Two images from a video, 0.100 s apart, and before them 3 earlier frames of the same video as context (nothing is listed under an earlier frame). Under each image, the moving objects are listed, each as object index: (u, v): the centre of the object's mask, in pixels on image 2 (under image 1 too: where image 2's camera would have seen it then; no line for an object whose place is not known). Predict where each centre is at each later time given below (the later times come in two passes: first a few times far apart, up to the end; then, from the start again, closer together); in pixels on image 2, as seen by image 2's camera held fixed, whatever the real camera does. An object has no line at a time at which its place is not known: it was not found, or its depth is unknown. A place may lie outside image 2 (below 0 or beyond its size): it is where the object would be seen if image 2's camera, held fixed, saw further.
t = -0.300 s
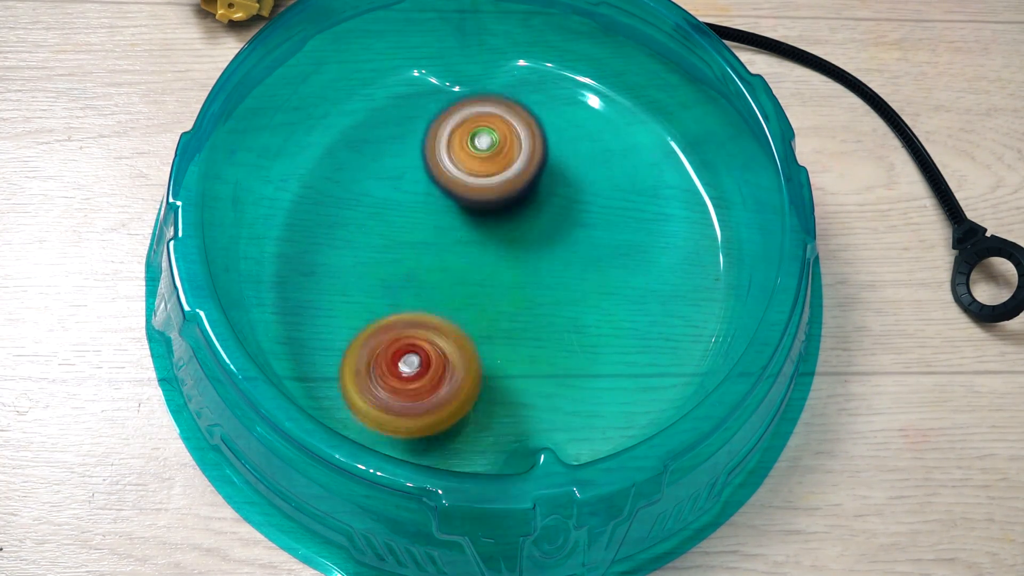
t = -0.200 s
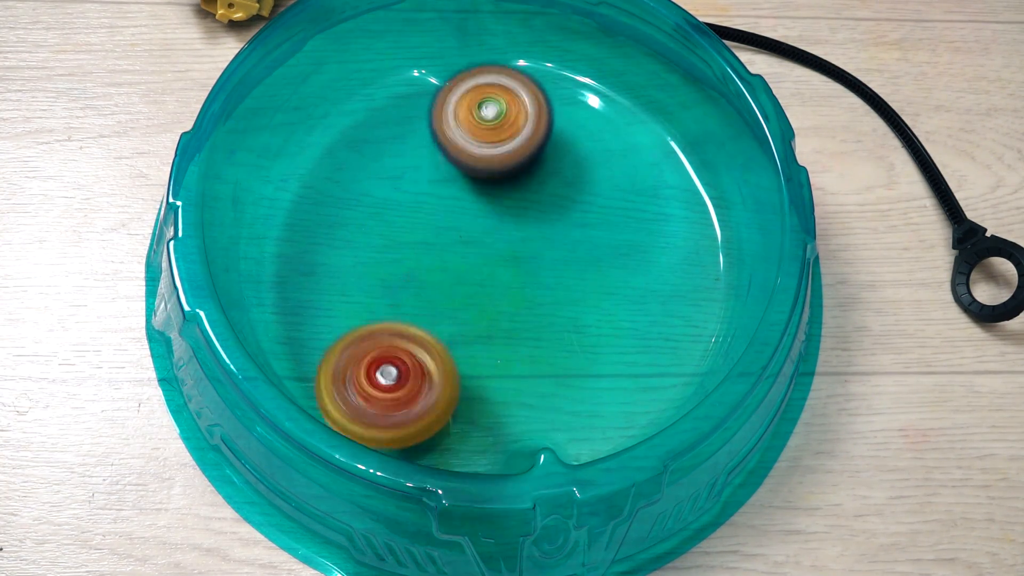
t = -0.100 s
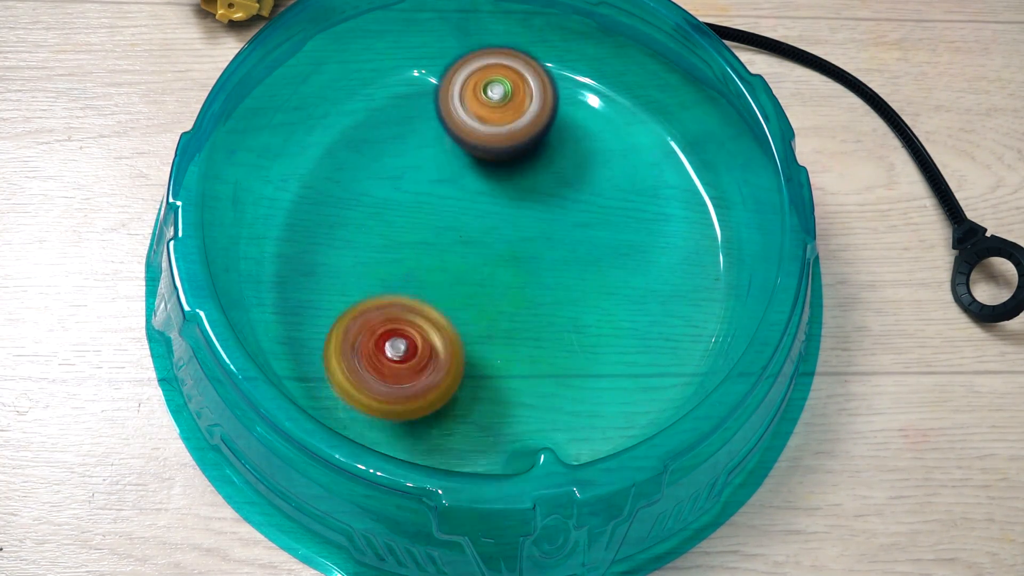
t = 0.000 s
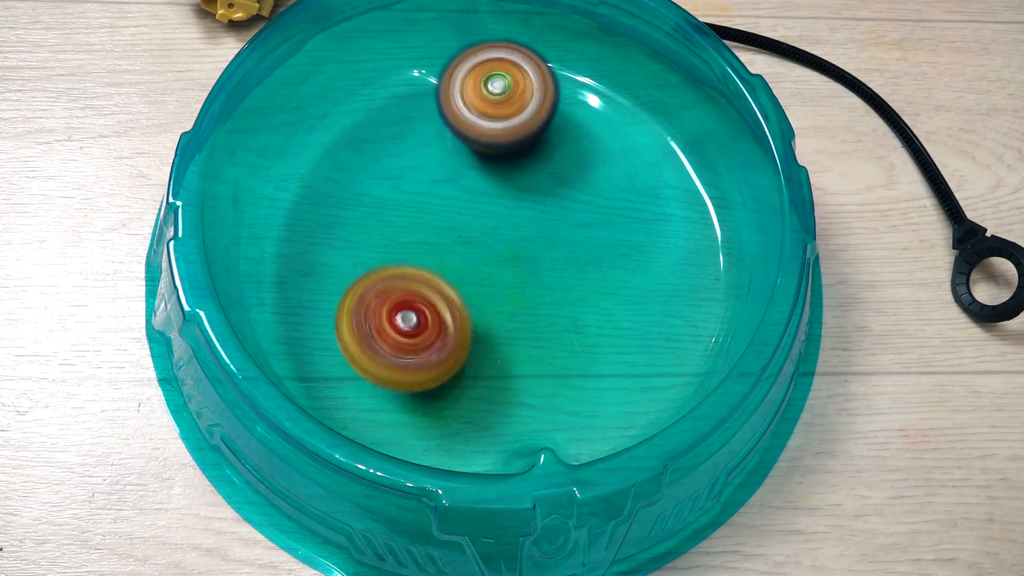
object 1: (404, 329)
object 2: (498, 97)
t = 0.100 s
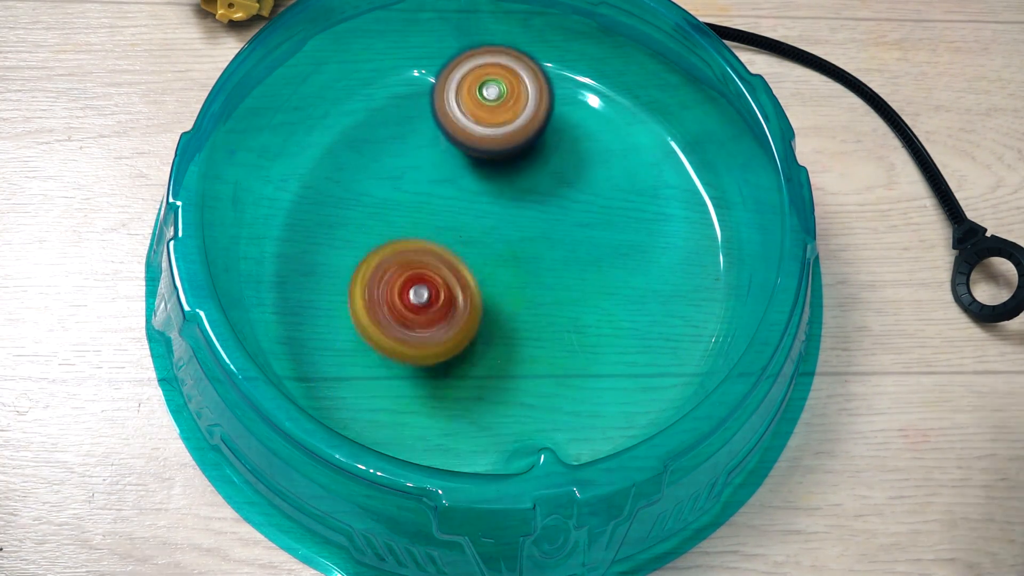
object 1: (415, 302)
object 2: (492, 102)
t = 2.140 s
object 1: (558, 312)
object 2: (501, 186)
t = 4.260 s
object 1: (502, 294)
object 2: (483, 172)
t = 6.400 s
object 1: (553, 330)
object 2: (460, 98)
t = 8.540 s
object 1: (531, 245)
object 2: (476, 139)
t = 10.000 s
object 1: (517, 276)
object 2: (497, 156)
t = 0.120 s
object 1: (418, 298)
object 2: (491, 103)
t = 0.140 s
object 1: (421, 293)
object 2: (489, 106)
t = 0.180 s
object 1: (426, 285)
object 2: (484, 109)
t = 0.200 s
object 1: (429, 281)
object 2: (481, 111)
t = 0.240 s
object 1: (436, 274)
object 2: (476, 115)
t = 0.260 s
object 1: (440, 271)
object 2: (473, 116)
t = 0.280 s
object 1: (443, 267)
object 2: (470, 117)
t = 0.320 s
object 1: (451, 262)
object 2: (465, 120)
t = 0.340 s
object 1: (455, 259)
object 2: (463, 121)
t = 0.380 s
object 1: (463, 254)
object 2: (460, 124)
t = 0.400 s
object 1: (466, 252)
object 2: (459, 124)
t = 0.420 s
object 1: (470, 250)
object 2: (459, 126)
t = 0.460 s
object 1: (476, 246)
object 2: (459, 127)
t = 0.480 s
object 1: (480, 245)
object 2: (459, 128)
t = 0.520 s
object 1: (486, 242)
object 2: (462, 131)
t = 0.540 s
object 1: (489, 241)
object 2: (464, 132)
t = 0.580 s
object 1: (497, 248)
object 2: (465, 134)
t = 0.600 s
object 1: (502, 252)
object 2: (465, 134)
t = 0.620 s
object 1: (506, 255)
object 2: (465, 134)
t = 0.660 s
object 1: (512, 259)
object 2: (464, 137)
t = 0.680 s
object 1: (515, 261)
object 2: (464, 139)
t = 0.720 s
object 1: (519, 264)
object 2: (464, 145)
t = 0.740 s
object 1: (521, 266)
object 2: (464, 150)
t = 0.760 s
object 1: (522, 267)
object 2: (463, 153)
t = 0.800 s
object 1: (525, 271)
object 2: (461, 163)
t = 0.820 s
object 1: (526, 273)
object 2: (459, 167)
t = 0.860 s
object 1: (529, 279)
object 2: (455, 175)
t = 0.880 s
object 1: (538, 289)
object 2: (447, 172)
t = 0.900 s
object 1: (547, 301)
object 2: (438, 168)
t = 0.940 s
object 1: (561, 320)
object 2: (423, 162)
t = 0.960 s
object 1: (566, 328)
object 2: (417, 159)
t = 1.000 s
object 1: (572, 340)
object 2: (409, 154)
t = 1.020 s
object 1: (573, 345)
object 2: (407, 150)
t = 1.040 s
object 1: (573, 350)
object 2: (405, 149)
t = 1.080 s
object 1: (569, 355)
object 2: (401, 145)
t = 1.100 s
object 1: (568, 357)
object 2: (400, 143)
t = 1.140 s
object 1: (561, 359)
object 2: (398, 142)
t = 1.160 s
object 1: (557, 359)
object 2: (398, 141)
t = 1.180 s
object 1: (553, 359)
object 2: (398, 141)
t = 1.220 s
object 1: (543, 358)
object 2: (400, 142)
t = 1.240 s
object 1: (538, 356)
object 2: (402, 142)
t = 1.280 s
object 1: (528, 354)
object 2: (405, 144)
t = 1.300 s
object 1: (523, 351)
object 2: (406, 145)
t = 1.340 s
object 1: (513, 346)
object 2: (409, 148)
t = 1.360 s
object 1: (508, 343)
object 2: (410, 149)
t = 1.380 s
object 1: (504, 340)
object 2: (412, 151)
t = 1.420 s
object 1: (496, 333)
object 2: (416, 155)
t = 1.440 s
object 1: (493, 331)
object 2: (419, 158)
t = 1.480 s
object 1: (487, 323)
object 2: (424, 165)
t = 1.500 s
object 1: (486, 321)
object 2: (426, 168)
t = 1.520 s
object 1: (483, 316)
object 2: (429, 172)
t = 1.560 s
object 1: (481, 310)
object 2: (433, 179)
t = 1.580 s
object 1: (480, 306)
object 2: (436, 184)
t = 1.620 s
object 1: (483, 306)
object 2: (437, 187)
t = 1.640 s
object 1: (489, 316)
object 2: (434, 179)
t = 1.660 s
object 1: (495, 325)
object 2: (432, 173)
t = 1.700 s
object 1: (506, 338)
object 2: (430, 163)
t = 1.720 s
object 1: (512, 345)
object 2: (430, 159)
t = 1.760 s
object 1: (521, 351)
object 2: (433, 152)
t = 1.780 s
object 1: (525, 353)
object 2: (437, 150)
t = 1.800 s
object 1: (529, 353)
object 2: (440, 148)
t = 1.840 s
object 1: (533, 352)
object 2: (448, 146)
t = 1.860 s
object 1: (535, 350)
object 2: (454, 146)
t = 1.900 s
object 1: (539, 345)
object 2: (464, 147)
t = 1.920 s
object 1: (540, 343)
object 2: (469, 148)
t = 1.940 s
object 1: (542, 340)
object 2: (474, 150)
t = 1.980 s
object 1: (546, 334)
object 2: (483, 156)
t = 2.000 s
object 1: (548, 332)
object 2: (488, 160)
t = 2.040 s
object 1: (551, 326)
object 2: (494, 167)
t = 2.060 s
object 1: (553, 323)
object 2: (497, 171)
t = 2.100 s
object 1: (556, 318)
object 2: (500, 179)
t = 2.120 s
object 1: (557, 315)
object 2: (501, 182)
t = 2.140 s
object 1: (558, 312)
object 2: (501, 186)
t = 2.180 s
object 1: (560, 306)
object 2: (501, 194)
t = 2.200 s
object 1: (560, 305)
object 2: (499, 197)
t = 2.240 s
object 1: (566, 308)
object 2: (492, 198)
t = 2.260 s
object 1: (569, 310)
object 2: (488, 197)
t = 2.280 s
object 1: (571, 312)
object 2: (484, 195)
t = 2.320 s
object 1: (574, 314)
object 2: (478, 195)
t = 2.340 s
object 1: (574, 315)
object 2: (475, 195)
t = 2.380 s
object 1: (574, 317)
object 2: (472, 198)
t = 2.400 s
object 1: (573, 317)
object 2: (471, 198)
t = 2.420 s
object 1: (573, 318)
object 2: (470, 200)
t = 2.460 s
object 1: (569, 318)
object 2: (471, 203)
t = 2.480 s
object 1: (567, 316)
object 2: (472, 205)
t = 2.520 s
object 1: (563, 312)
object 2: (476, 208)
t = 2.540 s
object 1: (560, 310)
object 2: (477, 206)
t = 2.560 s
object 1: (558, 308)
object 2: (479, 207)
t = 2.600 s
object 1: (554, 305)
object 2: (480, 204)
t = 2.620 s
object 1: (552, 307)
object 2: (479, 200)
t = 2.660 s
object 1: (547, 311)
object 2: (473, 189)
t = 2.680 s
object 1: (544, 311)
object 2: (470, 186)
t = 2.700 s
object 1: (539, 311)
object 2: (466, 181)
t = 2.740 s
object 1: (531, 307)
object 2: (458, 173)
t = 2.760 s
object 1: (527, 306)
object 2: (453, 170)
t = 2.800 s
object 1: (519, 301)
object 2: (443, 164)
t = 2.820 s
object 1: (517, 298)
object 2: (438, 163)
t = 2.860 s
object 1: (510, 294)
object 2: (430, 159)
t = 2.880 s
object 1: (507, 290)
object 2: (426, 157)
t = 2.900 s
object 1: (504, 288)
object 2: (424, 156)
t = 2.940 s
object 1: (500, 284)
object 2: (422, 154)
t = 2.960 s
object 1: (499, 282)
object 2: (421, 154)
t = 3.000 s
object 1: (496, 279)
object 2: (422, 155)
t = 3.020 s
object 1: (495, 276)
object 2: (423, 154)
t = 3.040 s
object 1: (493, 275)
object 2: (425, 155)
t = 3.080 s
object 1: (492, 270)
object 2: (430, 156)
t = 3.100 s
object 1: (492, 269)
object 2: (432, 155)
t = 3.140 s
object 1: (490, 264)
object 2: (439, 156)
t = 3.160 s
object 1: (492, 265)
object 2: (441, 155)
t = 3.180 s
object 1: (498, 272)
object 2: (441, 149)
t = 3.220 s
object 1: (508, 283)
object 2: (440, 138)
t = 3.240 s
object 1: (514, 288)
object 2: (439, 134)
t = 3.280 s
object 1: (522, 293)
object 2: (439, 128)
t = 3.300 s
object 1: (526, 294)
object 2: (440, 126)
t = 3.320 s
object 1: (527, 294)
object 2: (441, 125)
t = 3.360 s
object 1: (531, 294)
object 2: (445, 125)
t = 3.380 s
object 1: (532, 294)
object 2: (449, 125)
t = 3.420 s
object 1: (534, 292)
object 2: (457, 129)
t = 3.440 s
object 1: (534, 290)
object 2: (460, 132)
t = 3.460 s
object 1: (534, 288)
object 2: (465, 136)
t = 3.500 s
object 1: (533, 282)
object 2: (472, 143)
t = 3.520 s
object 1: (533, 281)
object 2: (475, 145)
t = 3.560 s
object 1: (533, 275)
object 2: (479, 151)
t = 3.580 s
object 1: (533, 273)
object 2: (481, 153)
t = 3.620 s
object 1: (534, 270)
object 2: (483, 157)
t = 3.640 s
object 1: (534, 269)
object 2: (484, 159)
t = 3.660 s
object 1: (535, 269)
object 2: (485, 160)
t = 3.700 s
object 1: (540, 277)
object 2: (483, 157)
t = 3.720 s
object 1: (543, 284)
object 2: (482, 153)
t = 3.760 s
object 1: (547, 296)
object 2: (478, 147)
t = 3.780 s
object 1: (547, 299)
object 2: (476, 144)
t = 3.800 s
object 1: (547, 302)
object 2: (475, 143)
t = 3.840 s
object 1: (545, 306)
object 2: (474, 141)
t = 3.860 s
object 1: (545, 307)
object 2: (473, 141)
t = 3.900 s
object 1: (542, 309)
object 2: (473, 142)
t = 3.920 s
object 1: (539, 310)
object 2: (474, 143)
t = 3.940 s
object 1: (539, 310)
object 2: (474, 144)
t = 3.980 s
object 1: (534, 311)
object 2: (475, 146)
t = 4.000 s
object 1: (532, 311)
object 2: (476, 148)
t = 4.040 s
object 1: (527, 310)
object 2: (477, 153)
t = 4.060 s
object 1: (524, 310)
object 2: (478, 155)
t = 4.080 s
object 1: (522, 309)
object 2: (479, 157)
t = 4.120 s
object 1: (518, 308)
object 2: (481, 162)
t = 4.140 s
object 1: (514, 306)
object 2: (481, 164)
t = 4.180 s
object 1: (509, 303)
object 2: (482, 167)
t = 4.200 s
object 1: (507, 302)
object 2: (483, 169)
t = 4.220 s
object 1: (505, 299)
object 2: (483, 170)
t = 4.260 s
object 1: (502, 294)
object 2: (483, 172)
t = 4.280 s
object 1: (499, 291)
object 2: (483, 174)
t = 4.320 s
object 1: (501, 316)
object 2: (481, 155)
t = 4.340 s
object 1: (503, 332)
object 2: (478, 141)
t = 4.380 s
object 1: (504, 361)
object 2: (474, 117)
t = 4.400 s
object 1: (504, 372)
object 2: (471, 106)
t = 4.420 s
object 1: (504, 382)
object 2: (470, 98)
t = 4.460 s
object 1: (501, 382)
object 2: (475, 100)
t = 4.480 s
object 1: (500, 376)
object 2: (477, 103)
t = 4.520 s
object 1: (499, 366)
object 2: (484, 109)
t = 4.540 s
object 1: (499, 361)
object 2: (488, 113)
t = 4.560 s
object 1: (500, 355)
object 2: (490, 116)
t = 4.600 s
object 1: (501, 347)
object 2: (495, 122)
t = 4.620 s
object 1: (501, 343)
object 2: (497, 125)
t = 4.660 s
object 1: (502, 336)
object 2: (500, 131)
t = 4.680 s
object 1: (504, 332)
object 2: (502, 136)
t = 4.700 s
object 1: (504, 329)
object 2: (502, 138)
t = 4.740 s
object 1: (506, 323)
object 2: (504, 145)
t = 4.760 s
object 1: (508, 320)
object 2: (506, 148)
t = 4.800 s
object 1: (510, 314)
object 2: (507, 154)
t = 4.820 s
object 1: (511, 311)
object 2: (507, 158)
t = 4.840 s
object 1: (513, 309)
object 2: (507, 160)
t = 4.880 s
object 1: (516, 303)
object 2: (506, 166)
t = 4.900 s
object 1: (517, 300)
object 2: (506, 169)
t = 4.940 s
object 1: (519, 296)
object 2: (505, 173)
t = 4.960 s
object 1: (521, 294)
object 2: (504, 174)
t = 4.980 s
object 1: (522, 292)
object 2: (503, 175)
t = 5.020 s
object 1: (524, 290)
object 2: (501, 177)
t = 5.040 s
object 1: (528, 299)
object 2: (500, 174)
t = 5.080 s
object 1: (535, 317)
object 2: (494, 161)
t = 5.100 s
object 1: (537, 324)
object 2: (492, 156)
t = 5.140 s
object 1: (540, 334)
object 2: (488, 149)
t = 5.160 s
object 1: (542, 338)
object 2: (484, 146)
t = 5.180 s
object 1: (542, 340)
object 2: (483, 145)
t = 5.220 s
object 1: (541, 342)
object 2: (479, 143)
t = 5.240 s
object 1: (541, 342)
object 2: (479, 142)
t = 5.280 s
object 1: (541, 341)
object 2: (478, 142)
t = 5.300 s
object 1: (539, 340)
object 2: (477, 142)
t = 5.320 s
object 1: (539, 339)
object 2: (477, 143)
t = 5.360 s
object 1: (538, 338)
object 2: (479, 144)
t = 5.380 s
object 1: (536, 337)
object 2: (481, 145)
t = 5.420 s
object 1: (533, 336)
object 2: (483, 146)
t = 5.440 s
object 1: (532, 335)
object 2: (483, 146)
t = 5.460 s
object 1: (529, 334)
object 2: (484, 147)
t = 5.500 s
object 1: (526, 332)
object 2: (484, 149)
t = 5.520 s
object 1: (525, 331)
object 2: (485, 151)
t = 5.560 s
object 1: (522, 328)
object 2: (485, 152)
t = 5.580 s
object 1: (520, 326)
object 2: (485, 153)
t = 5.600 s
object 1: (519, 325)
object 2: (485, 153)
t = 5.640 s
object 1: (517, 321)
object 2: (485, 155)
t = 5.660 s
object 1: (515, 319)
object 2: (485, 157)
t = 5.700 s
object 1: (513, 315)
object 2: (484, 158)
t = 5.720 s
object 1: (514, 313)
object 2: (485, 160)
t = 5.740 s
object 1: (512, 311)
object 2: (484, 161)
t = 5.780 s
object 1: (512, 307)
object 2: (484, 164)
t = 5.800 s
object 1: (513, 304)
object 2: (483, 165)
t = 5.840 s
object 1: (513, 300)
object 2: (483, 167)
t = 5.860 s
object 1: (513, 298)
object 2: (483, 169)
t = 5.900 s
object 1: (514, 295)
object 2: (481, 170)
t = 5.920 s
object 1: (515, 292)
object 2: (481, 172)
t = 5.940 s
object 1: (515, 291)
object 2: (479, 172)
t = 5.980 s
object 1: (516, 286)
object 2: (479, 174)
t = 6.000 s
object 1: (517, 282)
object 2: (479, 174)
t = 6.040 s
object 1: (520, 281)
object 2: (478, 172)
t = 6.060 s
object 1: (522, 283)
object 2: (479, 172)
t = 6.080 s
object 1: (523, 281)
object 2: (477, 172)
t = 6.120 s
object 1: (524, 280)
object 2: (476, 171)
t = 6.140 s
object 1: (525, 280)
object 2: (475, 171)
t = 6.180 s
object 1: (529, 287)
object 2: (471, 164)
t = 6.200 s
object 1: (531, 294)
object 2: (469, 158)
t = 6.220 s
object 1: (535, 299)
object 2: (467, 149)
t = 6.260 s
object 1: (542, 309)
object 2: (463, 136)
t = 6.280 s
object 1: (544, 315)
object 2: (460, 128)
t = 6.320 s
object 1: (549, 323)
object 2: (459, 115)
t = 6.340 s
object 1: (550, 324)
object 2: (458, 108)
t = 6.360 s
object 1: (552, 328)
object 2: (458, 102)
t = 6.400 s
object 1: (553, 330)
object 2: (460, 98)
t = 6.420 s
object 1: (551, 331)
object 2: (463, 101)
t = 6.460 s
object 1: (549, 330)
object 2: (467, 104)
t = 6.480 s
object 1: (549, 329)
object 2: (469, 106)
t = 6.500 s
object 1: (546, 329)
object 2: (471, 109)
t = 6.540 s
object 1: (542, 325)
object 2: (476, 114)
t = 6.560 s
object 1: (540, 323)
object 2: (479, 118)
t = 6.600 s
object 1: (533, 319)
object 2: (483, 124)
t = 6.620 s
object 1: (530, 317)
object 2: (485, 128)
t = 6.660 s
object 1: (523, 313)
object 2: (488, 133)
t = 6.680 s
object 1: (517, 310)
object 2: (491, 137)
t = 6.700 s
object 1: (514, 308)
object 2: (492, 139)
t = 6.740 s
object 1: (503, 302)
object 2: (496, 146)
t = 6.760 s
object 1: (498, 299)
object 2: (498, 148)
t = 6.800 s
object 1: (489, 292)
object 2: (500, 154)
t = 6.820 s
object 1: (484, 287)
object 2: (501, 155)
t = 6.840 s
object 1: (481, 284)
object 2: (501, 159)
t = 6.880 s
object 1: (474, 274)
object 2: (502, 163)
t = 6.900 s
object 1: (465, 278)
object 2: (506, 161)
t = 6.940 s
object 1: (445, 299)
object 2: (519, 140)
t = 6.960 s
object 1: (434, 307)
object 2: (525, 131)
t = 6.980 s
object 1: (426, 318)
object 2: (530, 123)
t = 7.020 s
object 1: (411, 331)
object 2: (539, 111)
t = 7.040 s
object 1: (405, 337)
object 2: (544, 105)
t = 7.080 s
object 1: (396, 343)
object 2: (551, 99)
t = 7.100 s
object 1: (393, 344)
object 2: (553, 97)
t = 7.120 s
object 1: (392, 343)
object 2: (556, 96)
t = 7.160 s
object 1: (393, 342)
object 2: (560, 96)
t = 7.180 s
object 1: (396, 340)
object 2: (562, 97)
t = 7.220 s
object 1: (400, 337)
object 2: (565, 98)
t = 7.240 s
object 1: (405, 337)
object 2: (566, 101)
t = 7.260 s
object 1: (407, 336)
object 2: (567, 104)
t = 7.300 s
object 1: (413, 334)
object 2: (567, 109)
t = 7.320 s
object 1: (416, 332)
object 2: (567, 112)
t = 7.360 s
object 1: (422, 330)
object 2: (565, 120)
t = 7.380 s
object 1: (425, 328)
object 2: (562, 124)
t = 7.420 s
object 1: (430, 327)
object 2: (560, 132)
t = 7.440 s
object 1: (435, 326)
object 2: (557, 136)
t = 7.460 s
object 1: (437, 326)
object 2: (556, 141)
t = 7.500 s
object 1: (444, 324)
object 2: (551, 148)
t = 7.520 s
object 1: (446, 322)
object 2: (550, 152)
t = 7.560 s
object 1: (453, 322)
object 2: (546, 158)
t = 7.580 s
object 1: (455, 320)
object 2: (543, 162)
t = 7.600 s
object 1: (460, 320)
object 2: (541, 163)
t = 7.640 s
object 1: (465, 319)
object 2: (536, 170)
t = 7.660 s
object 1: (468, 320)
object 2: (533, 172)
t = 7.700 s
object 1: (474, 320)
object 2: (528, 178)
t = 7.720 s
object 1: (475, 321)
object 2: (525, 180)
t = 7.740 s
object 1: (477, 320)
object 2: (523, 183)
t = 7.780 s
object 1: (481, 321)
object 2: (518, 188)
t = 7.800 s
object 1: (484, 320)
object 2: (515, 191)
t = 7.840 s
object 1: (487, 319)
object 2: (509, 196)
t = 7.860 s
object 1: (490, 319)
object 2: (506, 199)
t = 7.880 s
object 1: (490, 324)
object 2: (503, 200)
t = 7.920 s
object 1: (484, 360)
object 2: (501, 177)
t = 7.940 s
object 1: (481, 374)
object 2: (500, 166)
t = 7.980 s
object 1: (476, 397)
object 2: (496, 143)
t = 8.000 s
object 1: (474, 404)
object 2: (496, 135)
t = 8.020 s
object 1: (473, 408)
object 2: (494, 127)
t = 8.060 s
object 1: (468, 407)
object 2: (491, 115)
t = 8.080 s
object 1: (469, 404)
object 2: (489, 111)
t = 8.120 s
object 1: (471, 395)
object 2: (486, 103)
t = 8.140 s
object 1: (474, 392)
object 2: (484, 102)
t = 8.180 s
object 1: (479, 381)
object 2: (480, 100)
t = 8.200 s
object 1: (483, 377)
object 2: (480, 100)
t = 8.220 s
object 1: (486, 371)
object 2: (478, 101)
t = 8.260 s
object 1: (493, 360)
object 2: (476, 103)
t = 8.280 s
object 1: (495, 352)
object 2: (475, 104)
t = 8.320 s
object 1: (500, 340)
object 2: (475, 109)
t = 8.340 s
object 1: (501, 331)
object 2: (474, 110)
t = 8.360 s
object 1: (502, 324)
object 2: (474, 113)
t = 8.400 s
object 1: (506, 306)
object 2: (474, 118)
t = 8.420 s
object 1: (508, 297)
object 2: (474, 121)
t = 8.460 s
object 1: (515, 279)
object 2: (475, 128)
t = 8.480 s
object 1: (519, 270)
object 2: (475, 131)
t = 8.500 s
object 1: (523, 262)
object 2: (476, 135)
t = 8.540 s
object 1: (531, 245)
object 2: (476, 139)
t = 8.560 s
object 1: (536, 237)
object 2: (476, 141)
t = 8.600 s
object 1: (550, 227)
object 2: (472, 145)
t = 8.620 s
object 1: (568, 233)
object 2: (465, 142)
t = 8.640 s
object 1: (586, 237)
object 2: (454, 136)
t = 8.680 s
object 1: (620, 245)
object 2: (434, 123)
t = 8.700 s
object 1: (636, 248)
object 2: (427, 119)
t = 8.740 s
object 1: (666, 252)
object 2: (413, 112)
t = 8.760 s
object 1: (679, 255)
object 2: (408, 109)
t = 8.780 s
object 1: (689, 255)
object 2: (404, 108)
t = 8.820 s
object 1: (686, 253)
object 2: (401, 108)
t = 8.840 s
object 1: (683, 252)
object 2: (400, 109)
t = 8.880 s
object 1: (676, 248)
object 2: (403, 113)
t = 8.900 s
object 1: (671, 245)
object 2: (404, 115)
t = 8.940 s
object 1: (662, 240)
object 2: (409, 121)
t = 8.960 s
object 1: (656, 237)
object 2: (412, 123)
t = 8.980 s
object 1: (653, 234)
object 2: (415, 125)
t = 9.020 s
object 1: (641, 229)
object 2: (421, 131)
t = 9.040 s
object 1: (636, 226)
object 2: (424, 133)
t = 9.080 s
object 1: (624, 222)
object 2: (431, 137)
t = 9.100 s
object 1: (617, 219)
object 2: (434, 140)
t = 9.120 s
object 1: (611, 217)
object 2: (438, 141)
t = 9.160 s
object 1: (596, 211)
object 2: (446, 146)
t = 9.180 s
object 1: (590, 208)
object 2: (451, 148)
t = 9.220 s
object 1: (574, 201)
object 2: (458, 151)
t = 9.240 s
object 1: (571, 200)
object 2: (460, 152)
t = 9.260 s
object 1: (570, 200)
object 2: (457, 149)
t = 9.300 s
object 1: (569, 199)
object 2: (453, 146)
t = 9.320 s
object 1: (569, 201)
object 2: (453, 146)
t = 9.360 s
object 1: (566, 200)
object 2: (452, 146)
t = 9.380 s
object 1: (565, 202)
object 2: (451, 146)
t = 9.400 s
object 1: (563, 203)
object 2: (452, 148)
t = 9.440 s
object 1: (577, 215)
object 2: (437, 140)
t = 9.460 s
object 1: (584, 220)
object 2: (430, 135)
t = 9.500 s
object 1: (597, 230)
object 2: (414, 124)
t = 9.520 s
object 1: (603, 236)
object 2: (407, 119)
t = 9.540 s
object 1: (607, 241)
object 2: (401, 114)
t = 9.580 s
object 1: (615, 249)
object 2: (390, 105)
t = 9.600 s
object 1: (617, 254)
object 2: (385, 100)
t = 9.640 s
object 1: (619, 261)
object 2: (380, 95)
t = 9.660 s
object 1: (620, 266)
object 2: (382, 94)
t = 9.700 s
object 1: (616, 272)
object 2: (396, 101)
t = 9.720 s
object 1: (615, 275)
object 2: (403, 106)
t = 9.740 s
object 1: (611, 280)
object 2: (411, 110)
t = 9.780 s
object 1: (603, 284)
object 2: (425, 118)
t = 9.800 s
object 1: (598, 286)
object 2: (433, 121)
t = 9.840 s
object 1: (584, 289)
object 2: (447, 130)
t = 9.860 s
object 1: (578, 290)
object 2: (454, 133)
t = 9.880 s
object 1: (570, 291)
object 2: (461, 137)
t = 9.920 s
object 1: (552, 288)
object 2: (474, 144)
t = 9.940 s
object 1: (545, 286)
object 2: (480, 147)
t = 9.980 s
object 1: (526, 280)
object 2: (492, 153)
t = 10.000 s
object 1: (517, 276)
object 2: (497, 156)
